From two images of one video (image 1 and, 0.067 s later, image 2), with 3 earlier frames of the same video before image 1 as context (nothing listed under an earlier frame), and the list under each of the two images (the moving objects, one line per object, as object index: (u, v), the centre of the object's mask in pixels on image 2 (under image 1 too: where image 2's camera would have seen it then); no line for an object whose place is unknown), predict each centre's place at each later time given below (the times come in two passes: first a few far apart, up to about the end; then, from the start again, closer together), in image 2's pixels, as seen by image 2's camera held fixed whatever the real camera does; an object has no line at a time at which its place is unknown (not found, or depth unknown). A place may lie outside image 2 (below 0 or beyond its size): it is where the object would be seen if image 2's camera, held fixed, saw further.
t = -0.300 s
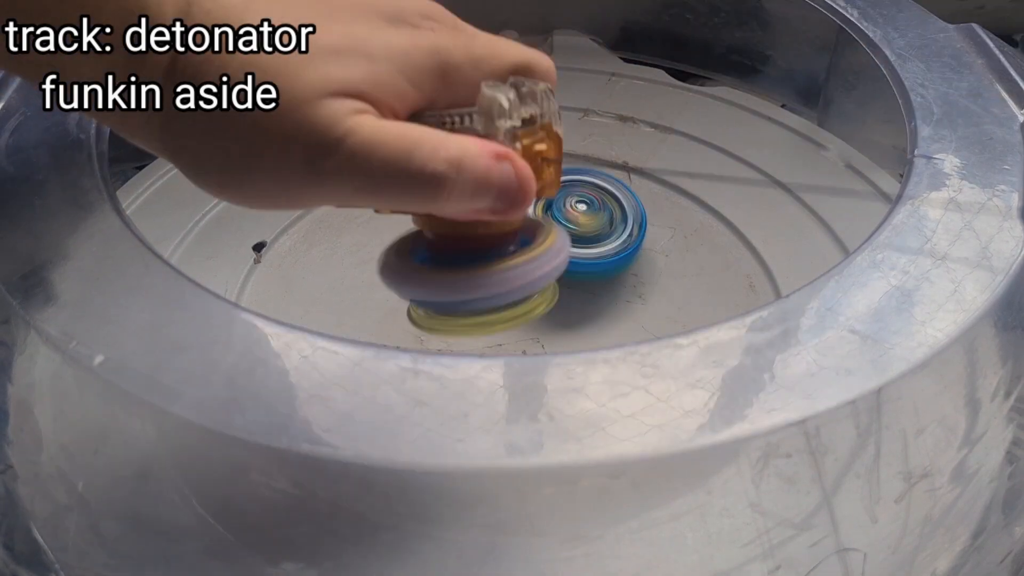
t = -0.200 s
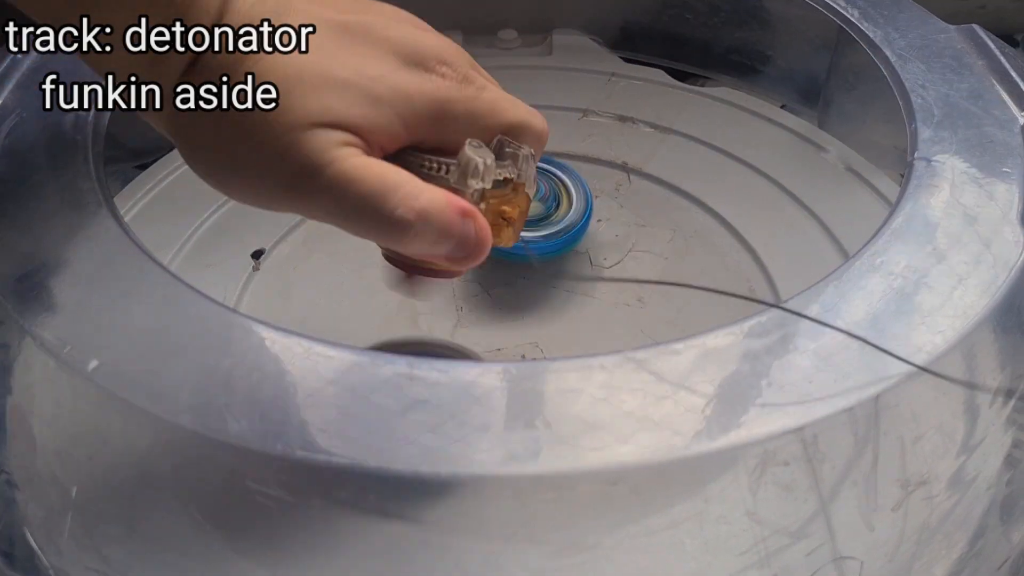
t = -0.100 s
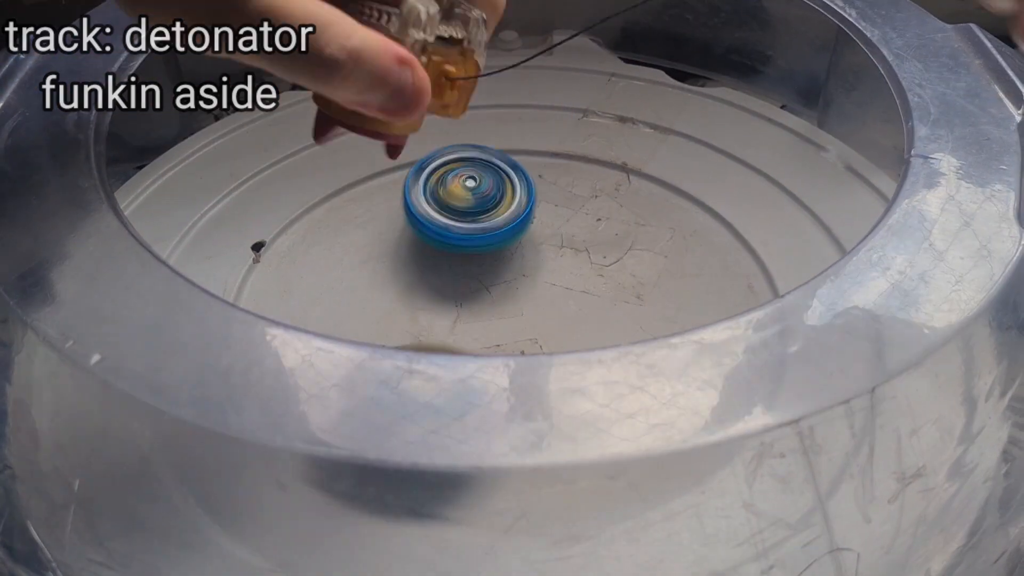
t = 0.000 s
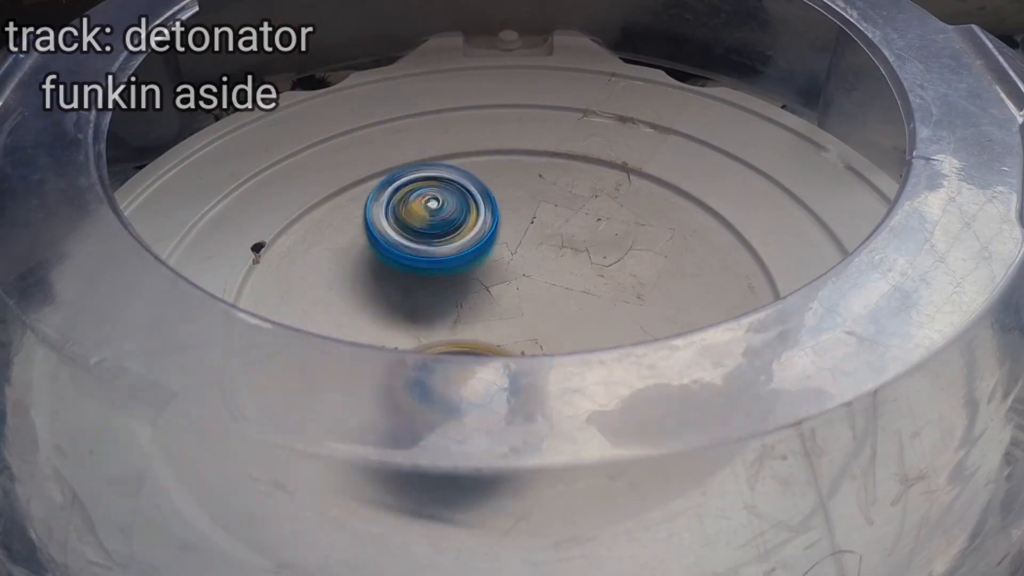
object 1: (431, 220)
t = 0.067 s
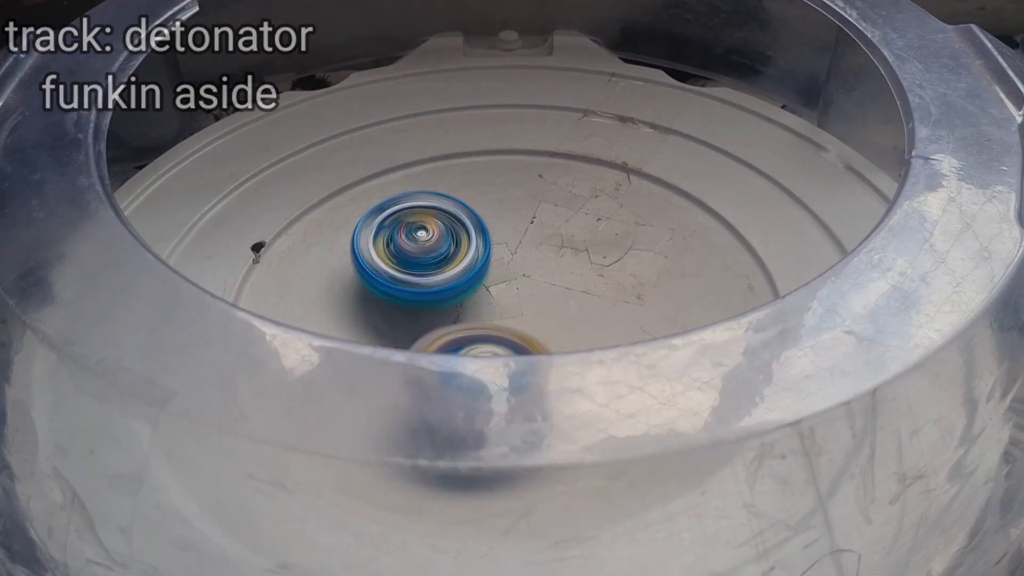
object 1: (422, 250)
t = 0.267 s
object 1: (458, 269)
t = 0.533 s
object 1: (470, 230)
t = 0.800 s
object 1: (433, 241)
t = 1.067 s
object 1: (512, 290)
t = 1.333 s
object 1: (556, 213)
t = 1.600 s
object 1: (418, 220)
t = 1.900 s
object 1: (539, 321)
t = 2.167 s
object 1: (663, 213)
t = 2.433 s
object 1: (485, 197)
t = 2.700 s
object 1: (479, 324)
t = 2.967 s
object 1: (684, 286)
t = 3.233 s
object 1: (572, 154)
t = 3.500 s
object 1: (393, 188)
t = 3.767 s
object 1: (450, 332)
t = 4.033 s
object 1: (586, 306)
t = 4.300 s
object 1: (497, 238)
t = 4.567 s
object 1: (354, 298)
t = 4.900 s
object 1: (526, 348)
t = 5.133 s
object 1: (608, 297)
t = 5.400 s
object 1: (479, 238)
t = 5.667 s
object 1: (388, 304)
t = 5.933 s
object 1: (521, 337)
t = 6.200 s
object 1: (603, 284)
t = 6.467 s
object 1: (486, 257)
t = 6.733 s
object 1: (457, 320)
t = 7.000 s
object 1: (545, 327)
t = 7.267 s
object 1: (528, 283)
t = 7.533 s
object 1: (413, 293)
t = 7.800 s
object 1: (391, 315)
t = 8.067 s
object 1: (476, 344)
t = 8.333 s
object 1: (566, 320)
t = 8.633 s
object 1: (519, 266)
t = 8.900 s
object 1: (429, 282)
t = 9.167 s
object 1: (478, 321)
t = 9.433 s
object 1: (569, 311)
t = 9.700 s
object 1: (556, 277)
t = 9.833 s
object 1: (519, 292)
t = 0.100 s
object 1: (425, 267)
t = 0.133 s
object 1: (429, 269)
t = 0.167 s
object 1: (432, 265)
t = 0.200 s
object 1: (439, 263)
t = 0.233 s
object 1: (448, 265)
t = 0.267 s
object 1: (458, 269)
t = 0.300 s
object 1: (470, 270)
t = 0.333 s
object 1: (475, 263)
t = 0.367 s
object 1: (473, 244)
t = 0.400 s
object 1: (472, 232)
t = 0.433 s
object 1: (470, 226)
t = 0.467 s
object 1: (469, 225)
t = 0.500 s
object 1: (468, 226)
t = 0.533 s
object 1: (470, 230)
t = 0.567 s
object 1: (473, 233)
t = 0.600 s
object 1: (474, 236)
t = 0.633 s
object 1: (464, 224)
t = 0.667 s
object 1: (454, 217)
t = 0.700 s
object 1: (446, 217)
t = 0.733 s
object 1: (439, 222)
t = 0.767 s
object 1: (435, 230)
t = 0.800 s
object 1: (433, 241)
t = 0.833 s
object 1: (434, 251)
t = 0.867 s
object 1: (436, 258)
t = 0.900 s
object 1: (442, 269)
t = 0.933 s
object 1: (449, 276)
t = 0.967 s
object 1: (461, 285)
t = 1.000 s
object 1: (476, 289)
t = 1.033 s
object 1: (493, 292)
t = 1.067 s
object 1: (512, 290)
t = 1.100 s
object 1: (529, 287)
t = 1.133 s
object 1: (546, 279)
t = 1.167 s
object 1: (561, 271)
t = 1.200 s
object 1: (570, 258)
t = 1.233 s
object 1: (575, 244)
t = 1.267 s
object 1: (573, 233)
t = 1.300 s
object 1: (567, 223)
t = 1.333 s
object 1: (556, 213)
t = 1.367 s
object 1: (540, 197)
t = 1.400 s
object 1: (523, 184)
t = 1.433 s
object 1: (504, 177)
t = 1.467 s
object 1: (486, 176)
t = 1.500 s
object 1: (467, 179)
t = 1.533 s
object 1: (449, 188)
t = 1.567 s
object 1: (432, 202)
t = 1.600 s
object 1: (418, 220)
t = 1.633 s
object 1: (409, 243)
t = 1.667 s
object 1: (405, 266)
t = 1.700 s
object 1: (406, 278)
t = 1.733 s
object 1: (412, 290)
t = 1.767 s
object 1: (426, 301)
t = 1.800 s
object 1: (447, 310)
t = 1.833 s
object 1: (473, 316)
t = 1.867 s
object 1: (504, 320)
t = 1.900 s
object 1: (539, 321)
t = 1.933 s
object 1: (575, 319)
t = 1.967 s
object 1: (610, 312)
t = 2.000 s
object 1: (641, 302)
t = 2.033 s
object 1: (663, 288)
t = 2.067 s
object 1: (676, 268)
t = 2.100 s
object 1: (679, 248)
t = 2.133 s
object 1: (674, 229)
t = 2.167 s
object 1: (663, 213)
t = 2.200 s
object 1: (649, 200)
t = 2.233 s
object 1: (631, 188)
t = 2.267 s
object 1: (610, 181)
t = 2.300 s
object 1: (585, 177)
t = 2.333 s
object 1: (562, 175)
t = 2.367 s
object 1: (536, 178)
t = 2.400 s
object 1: (510, 185)
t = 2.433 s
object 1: (485, 197)
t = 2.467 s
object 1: (463, 211)
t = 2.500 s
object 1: (443, 230)
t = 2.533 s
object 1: (430, 252)
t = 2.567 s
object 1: (423, 274)
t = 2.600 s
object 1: (423, 296)
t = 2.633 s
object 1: (429, 310)
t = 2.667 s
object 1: (448, 320)
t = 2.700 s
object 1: (479, 324)
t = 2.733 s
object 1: (510, 327)
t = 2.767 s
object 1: (539, 328)
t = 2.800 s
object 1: (568, 327)
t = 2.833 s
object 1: (597, 322)
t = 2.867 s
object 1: (624, 316)
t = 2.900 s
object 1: (649, 307)
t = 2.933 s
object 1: (669, 297)
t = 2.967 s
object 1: (684, 286)
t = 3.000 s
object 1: (695, 271)
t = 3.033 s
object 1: (699, 241)
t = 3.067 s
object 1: (693, 212)
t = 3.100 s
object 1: (679, 189)
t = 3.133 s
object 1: (658, 173)
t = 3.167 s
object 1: (633, 162)
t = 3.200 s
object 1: (603, 155)
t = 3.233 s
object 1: (572, 154)
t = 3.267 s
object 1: (540, 159)
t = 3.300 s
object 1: (508, 167)
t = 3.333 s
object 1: (487, 158)
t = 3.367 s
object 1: (468, 149)
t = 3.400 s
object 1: (449, 148)
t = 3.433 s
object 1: (429, 155)
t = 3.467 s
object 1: (410, 168)
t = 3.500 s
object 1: (393, 188)
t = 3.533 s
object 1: (379, 212)
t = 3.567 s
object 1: (370, 237)
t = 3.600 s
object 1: (366, 265)
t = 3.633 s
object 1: (371, 289)
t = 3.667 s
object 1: (383, 305)
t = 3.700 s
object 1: (401, 317)
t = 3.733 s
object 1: (425, 327)
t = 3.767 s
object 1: (450, 332)
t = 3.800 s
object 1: (473, 335)
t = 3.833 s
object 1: (497, 338)
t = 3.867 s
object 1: (517, 336)
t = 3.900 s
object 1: (529, 330)
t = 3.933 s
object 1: (543, 324)
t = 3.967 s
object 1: (559, 319)
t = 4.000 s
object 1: (574, 313)
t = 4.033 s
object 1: (586, 306)
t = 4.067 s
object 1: (590, 295)
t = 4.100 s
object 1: (590, 283)
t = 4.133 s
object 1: (586, 267)
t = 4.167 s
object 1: (578, 256)
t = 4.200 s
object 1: (561, 245)
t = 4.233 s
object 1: (538, 239)
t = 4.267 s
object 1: (516, 236)
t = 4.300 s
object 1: (497, 238)
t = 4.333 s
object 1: (473, 238)
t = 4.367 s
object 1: (440, 234)
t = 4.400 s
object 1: (411, 236)
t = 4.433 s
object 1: (388, 243)
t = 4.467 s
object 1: (370, 255)
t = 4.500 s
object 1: (358, 271)
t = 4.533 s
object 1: (354, 288)
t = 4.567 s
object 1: (354, 298)
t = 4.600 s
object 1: (349, 305)
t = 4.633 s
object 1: (355, 313)
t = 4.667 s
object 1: (367, 322)
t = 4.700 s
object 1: (385, 329)
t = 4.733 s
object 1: (400, 337)
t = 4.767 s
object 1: (427, 344)
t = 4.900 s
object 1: (526, 348)
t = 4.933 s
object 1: (545, 343)
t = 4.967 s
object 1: (566, 338)
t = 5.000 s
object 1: (582, 331)
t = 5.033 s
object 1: (594, 323)
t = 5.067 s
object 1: (603, 315)
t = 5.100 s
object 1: (608, 307)
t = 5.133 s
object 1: (608, 297)
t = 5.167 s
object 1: (602, 286)
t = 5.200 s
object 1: (590, 272)
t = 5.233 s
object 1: (575, 261)
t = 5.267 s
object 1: (558, 252)
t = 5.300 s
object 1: (538, 245)
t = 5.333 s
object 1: (515, 240)
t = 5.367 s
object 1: (495, 239)
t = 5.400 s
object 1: (479, 238)
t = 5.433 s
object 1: (462, 241)
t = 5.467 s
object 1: (445, 245)
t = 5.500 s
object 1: (428, 251)
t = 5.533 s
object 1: (413, 260)
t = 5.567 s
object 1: (400, 271)
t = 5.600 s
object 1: (393, 285)
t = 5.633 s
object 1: (386, 295)
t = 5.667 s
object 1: (388, 304)
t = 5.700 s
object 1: (393, 312)
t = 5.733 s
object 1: (405, 319)
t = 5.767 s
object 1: (421, 324)
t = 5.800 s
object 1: (441, 329)
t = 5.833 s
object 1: (461, 334)
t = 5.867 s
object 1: (479, 336)
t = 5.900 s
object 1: (500, 337)
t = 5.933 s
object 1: (521, 337)
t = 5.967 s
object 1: (541, 333)
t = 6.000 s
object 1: (560, 329)
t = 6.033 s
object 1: (576, 324)
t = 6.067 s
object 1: (589, 318)
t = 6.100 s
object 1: (601, 310)
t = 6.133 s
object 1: (608, 302)
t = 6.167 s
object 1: (608, 295)
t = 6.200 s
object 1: (603, 284)
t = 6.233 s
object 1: (595, 273)
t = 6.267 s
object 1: (585, 263)
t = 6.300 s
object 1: (571, 255)
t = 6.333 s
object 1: (553, 250)
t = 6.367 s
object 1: (536, 247)
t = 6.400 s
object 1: (518, 247)
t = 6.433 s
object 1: (502, 250)
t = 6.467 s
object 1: (486, 257)
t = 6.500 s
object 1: (469, 266)
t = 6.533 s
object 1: (456, 275)
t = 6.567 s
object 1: (445, 285)
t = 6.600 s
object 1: (440, 296)
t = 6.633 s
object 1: (440, 303)
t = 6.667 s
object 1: (443, 310)
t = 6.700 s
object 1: (449, 315)
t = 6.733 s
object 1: (457, 320)
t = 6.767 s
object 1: (467, 325)
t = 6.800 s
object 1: (478, 328)
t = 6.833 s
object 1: (490, 330)
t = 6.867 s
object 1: (502, 331)
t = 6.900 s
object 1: (512, 331)
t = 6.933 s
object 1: (523, 330)
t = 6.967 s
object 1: (535, 329)
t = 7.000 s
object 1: (545, 327)
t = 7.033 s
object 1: (554, 324)
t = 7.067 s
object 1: (562, 321)
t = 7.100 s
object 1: (568, 317)
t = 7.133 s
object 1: (571, 311)
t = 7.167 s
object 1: (571, 307)
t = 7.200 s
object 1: (565, 303)
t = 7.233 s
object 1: (549, 296)
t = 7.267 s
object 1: (528, 283)
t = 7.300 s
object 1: (507, 273)
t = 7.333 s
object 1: (489, 271)
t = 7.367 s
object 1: (473, 272)
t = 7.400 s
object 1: (459, 277)
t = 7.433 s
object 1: (448, 283)
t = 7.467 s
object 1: (441, 290)
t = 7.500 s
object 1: (434, 298)
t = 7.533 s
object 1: (413, 293)
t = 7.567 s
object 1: (391, 285)
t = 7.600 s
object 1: (375, 283)
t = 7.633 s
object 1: (365, 285)
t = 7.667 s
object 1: (360, 290)
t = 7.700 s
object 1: (363, 296)
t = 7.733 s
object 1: (370, 302)
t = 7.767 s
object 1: (378, 308)
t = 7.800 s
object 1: (391, 315)
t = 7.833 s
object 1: (407, 320)
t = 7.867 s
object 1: (426, 322)
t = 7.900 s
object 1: (444, 324)
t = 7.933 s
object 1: (460, 324)
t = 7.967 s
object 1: (475, 324)
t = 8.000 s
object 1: (471, 332)
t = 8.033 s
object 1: (469, 339)
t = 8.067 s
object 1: (476, 344)
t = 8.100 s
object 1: (487, 344)
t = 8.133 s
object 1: (496, 344)
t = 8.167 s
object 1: (512, 342)
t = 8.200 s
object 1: (526, 339)
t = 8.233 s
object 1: (537, 335)
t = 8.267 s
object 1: (548, 331)
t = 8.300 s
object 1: (558, 326)
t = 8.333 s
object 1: (566, 320)
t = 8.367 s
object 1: (570, 313)
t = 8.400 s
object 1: (573, 307)
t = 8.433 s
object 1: (569, 300)
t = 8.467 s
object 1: (565, 291)
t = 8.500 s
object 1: (558, 283)
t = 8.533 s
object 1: (551, 277)
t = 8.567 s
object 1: (540, 272)
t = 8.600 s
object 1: (530, 268)
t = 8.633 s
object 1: (519, 266)
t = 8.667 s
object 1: (505, 264)
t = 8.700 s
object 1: (493, 262)
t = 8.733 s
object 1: (478, 263)
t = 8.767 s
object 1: (466, 263)
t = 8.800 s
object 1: (454, 265)
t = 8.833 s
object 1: (444, 269)
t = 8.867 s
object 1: (434, 275)
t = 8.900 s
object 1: (429, 282)
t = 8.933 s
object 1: (425, 290)
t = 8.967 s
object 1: (424, 297)
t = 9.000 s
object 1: (426, 303)
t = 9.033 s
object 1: (432, 308)
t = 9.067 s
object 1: (442, 313)
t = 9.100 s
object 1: (454, 317)
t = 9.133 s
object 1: (466, 320)
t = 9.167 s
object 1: (478, 321)
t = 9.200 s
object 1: (491, 322)
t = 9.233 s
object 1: (503, 322)
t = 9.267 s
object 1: (515, 321)
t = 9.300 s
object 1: (527, 321)
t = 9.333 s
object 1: (538, 319)
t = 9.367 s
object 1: (550, 317)
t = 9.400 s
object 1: (560, 315)
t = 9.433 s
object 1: (569, 311)
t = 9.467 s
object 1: (572, 307)
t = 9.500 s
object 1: (576, 303)
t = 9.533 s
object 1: (575, 299)
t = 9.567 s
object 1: (574, 294)
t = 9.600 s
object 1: (572, 288)
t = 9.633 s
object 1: (568, 283)
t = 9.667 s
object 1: (564, 279)
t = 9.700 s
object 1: (556, 277)
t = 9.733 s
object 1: (550, 276)
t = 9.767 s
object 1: (541, 279)
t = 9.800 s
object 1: (529, 285)
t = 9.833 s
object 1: (519, 292)
